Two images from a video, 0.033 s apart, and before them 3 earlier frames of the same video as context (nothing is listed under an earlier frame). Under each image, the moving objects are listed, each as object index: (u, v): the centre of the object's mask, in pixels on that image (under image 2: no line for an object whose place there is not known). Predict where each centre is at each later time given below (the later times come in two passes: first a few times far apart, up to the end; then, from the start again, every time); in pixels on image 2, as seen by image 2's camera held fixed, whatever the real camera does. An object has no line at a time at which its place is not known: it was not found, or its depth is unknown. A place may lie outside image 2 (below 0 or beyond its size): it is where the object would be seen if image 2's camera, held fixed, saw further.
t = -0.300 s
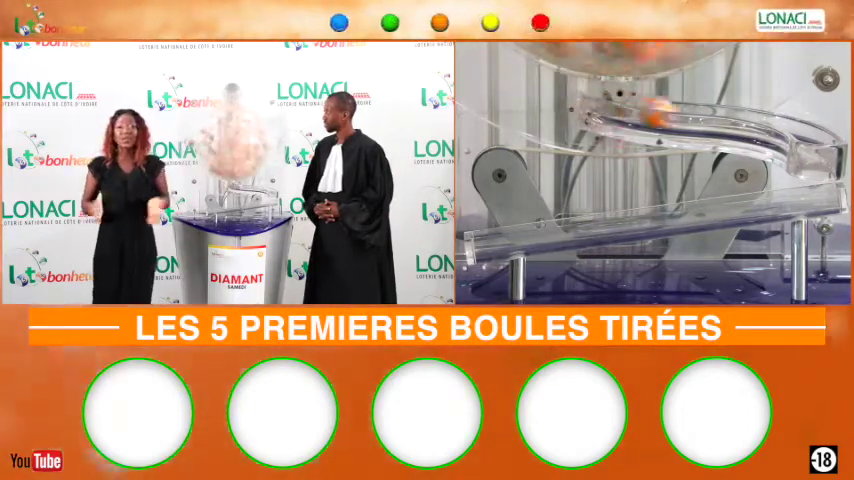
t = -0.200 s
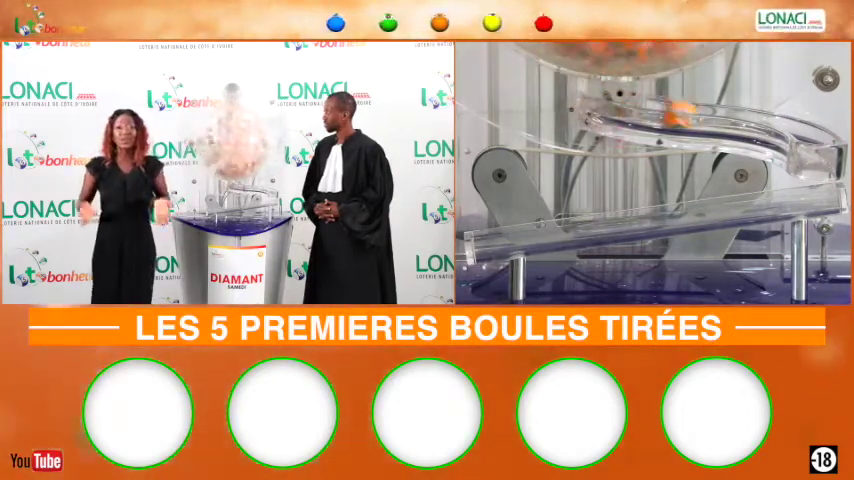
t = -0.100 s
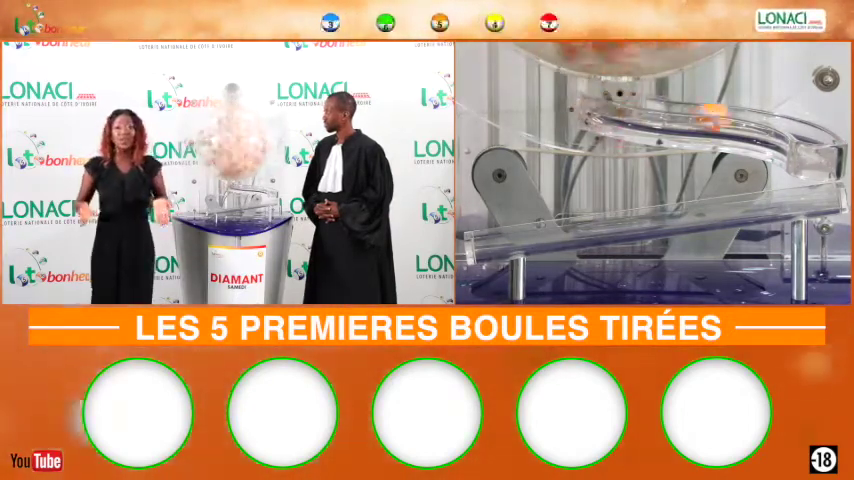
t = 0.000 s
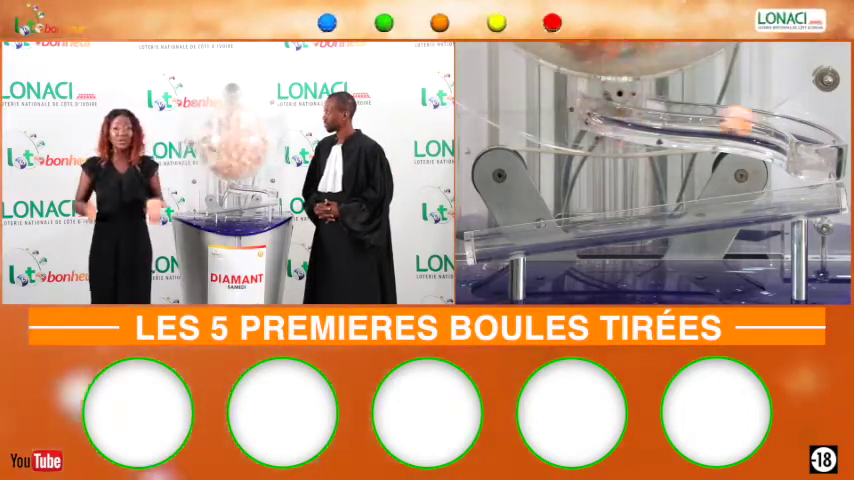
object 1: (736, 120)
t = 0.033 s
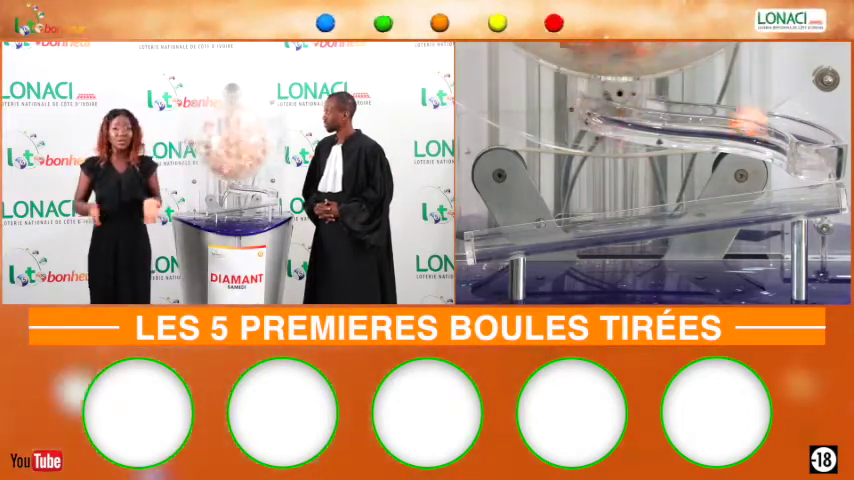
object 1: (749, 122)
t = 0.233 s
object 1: (809, 141)
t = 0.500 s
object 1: (811, 188)
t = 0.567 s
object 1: (806, 193)
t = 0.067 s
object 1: (765, 118)
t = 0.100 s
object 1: (777, 122)
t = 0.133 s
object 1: (790, 130)
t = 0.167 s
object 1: (802, 134)
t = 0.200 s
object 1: (803, 135)
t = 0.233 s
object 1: (809, 141)
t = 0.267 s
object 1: (817, 148)
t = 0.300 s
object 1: (815, 160)
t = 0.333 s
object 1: (816, 161)
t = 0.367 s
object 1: (815, 164)
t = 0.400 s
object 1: (815, 164)
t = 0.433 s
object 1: (814, 186)
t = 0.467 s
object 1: (808, 189)
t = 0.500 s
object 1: (811, 188)
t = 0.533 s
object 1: (808, 193)
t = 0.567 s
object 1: (806, 193)
